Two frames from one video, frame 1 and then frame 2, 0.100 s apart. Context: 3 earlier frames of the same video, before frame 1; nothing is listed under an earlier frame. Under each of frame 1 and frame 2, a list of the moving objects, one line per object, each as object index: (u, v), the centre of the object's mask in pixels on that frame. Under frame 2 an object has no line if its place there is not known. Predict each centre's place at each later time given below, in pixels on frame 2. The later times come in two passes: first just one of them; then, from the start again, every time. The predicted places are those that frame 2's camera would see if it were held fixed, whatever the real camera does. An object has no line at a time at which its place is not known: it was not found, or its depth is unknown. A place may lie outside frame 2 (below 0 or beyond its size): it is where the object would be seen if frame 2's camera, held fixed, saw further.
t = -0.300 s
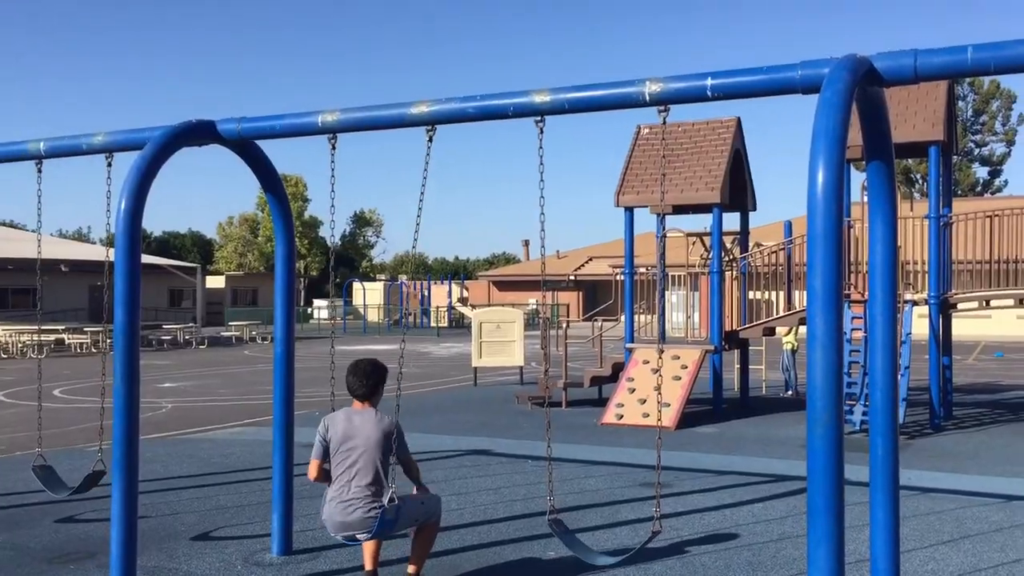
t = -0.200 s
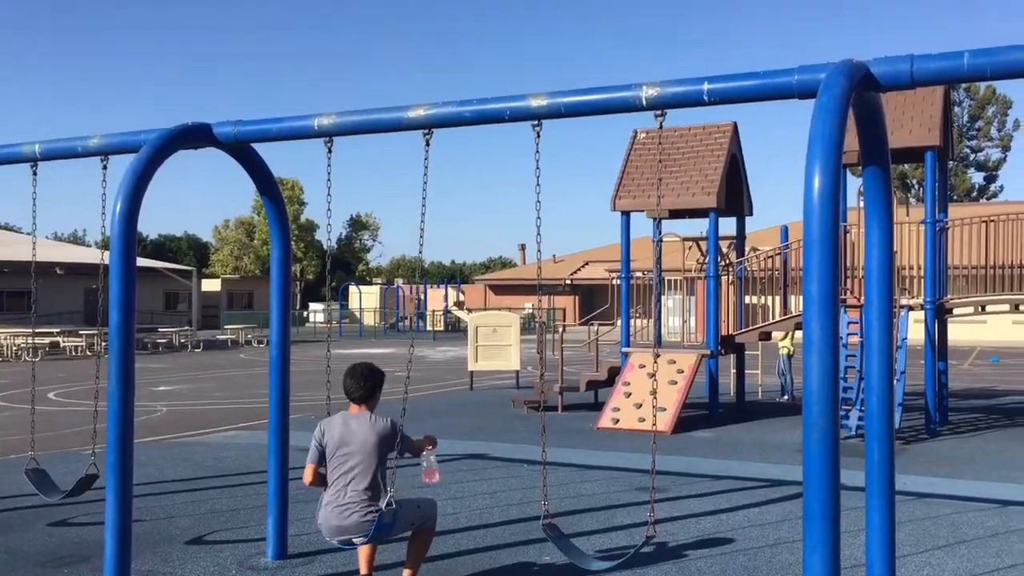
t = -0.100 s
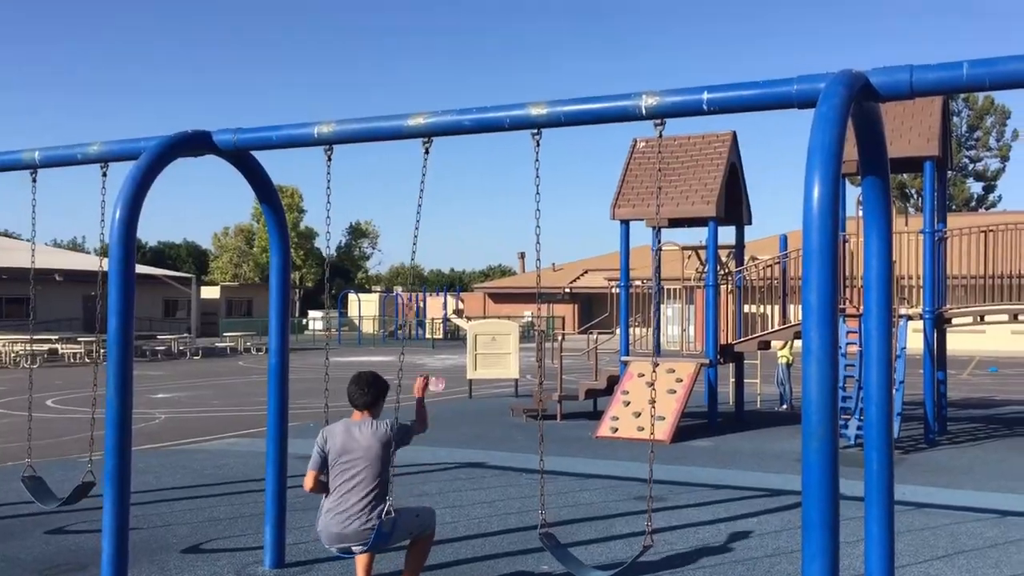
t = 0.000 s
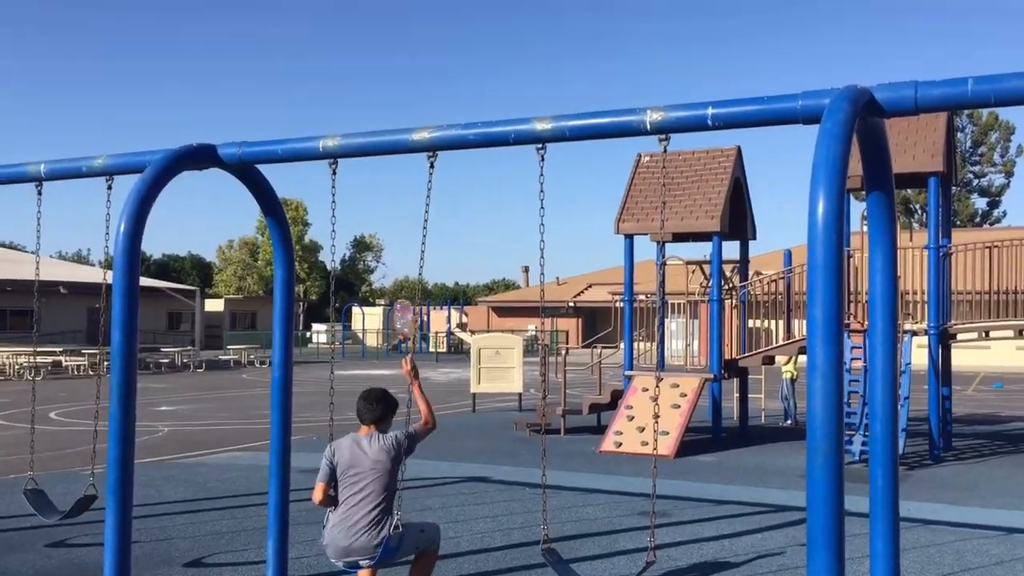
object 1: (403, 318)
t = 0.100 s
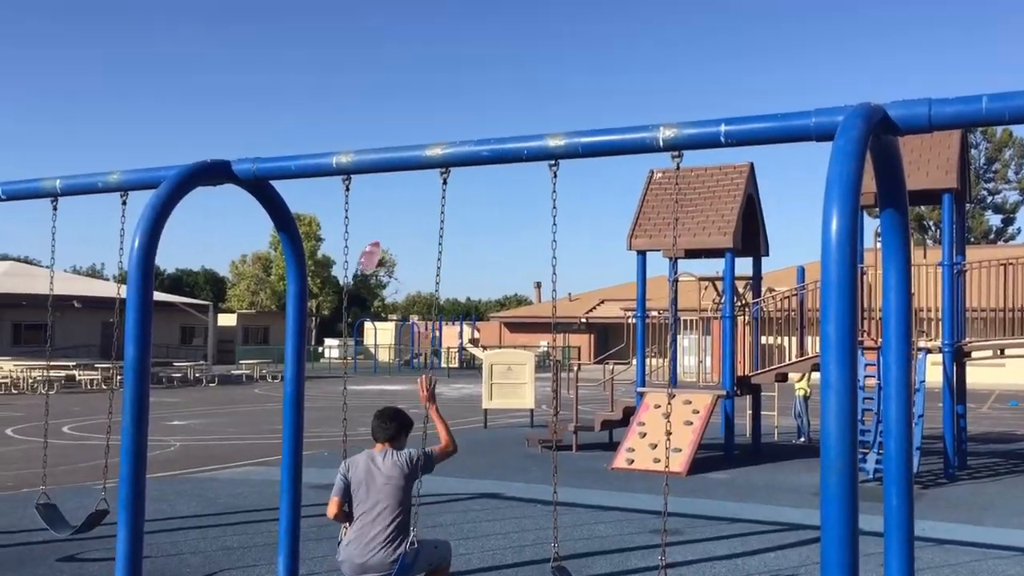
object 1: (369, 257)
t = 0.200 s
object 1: (316, 197)
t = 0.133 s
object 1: (352, 235)
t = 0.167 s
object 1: (335, 216)
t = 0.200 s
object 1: (316, 197)
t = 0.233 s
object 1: (297, 182)
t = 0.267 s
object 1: (276, 168)
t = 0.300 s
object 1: (255, 155)
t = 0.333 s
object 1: (232, 144)
